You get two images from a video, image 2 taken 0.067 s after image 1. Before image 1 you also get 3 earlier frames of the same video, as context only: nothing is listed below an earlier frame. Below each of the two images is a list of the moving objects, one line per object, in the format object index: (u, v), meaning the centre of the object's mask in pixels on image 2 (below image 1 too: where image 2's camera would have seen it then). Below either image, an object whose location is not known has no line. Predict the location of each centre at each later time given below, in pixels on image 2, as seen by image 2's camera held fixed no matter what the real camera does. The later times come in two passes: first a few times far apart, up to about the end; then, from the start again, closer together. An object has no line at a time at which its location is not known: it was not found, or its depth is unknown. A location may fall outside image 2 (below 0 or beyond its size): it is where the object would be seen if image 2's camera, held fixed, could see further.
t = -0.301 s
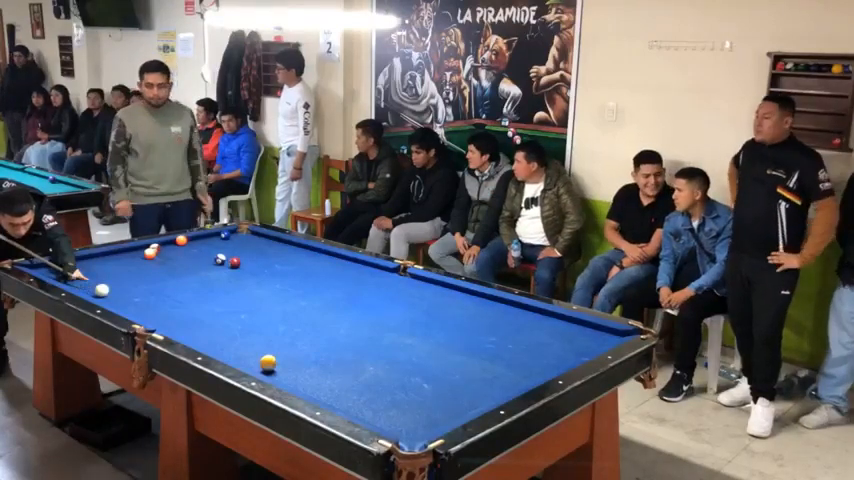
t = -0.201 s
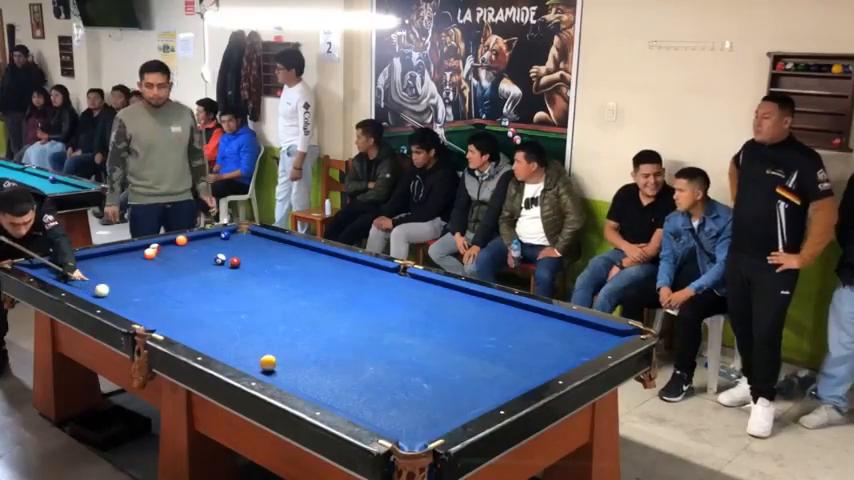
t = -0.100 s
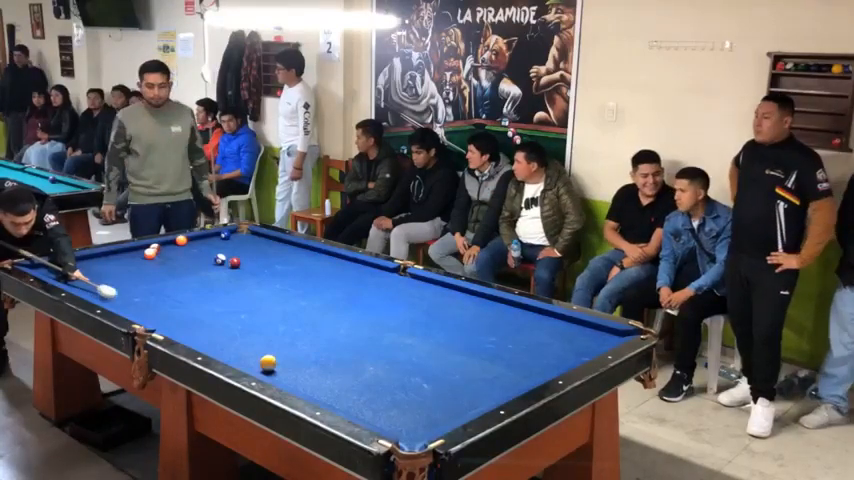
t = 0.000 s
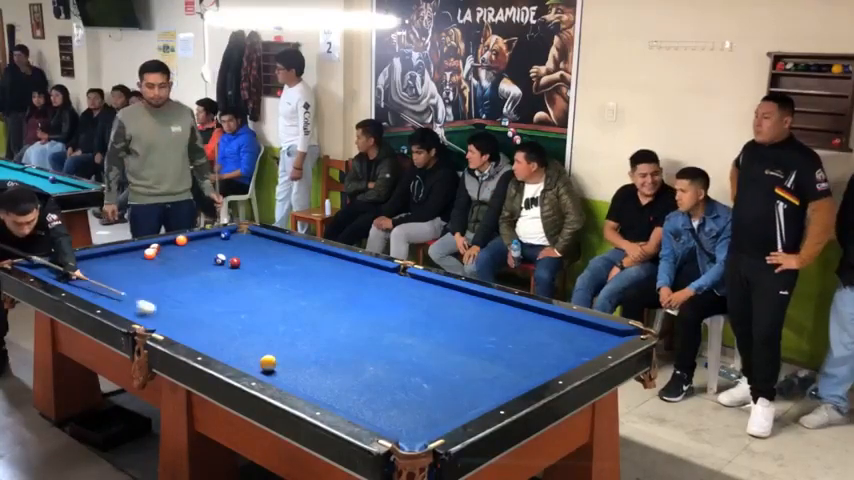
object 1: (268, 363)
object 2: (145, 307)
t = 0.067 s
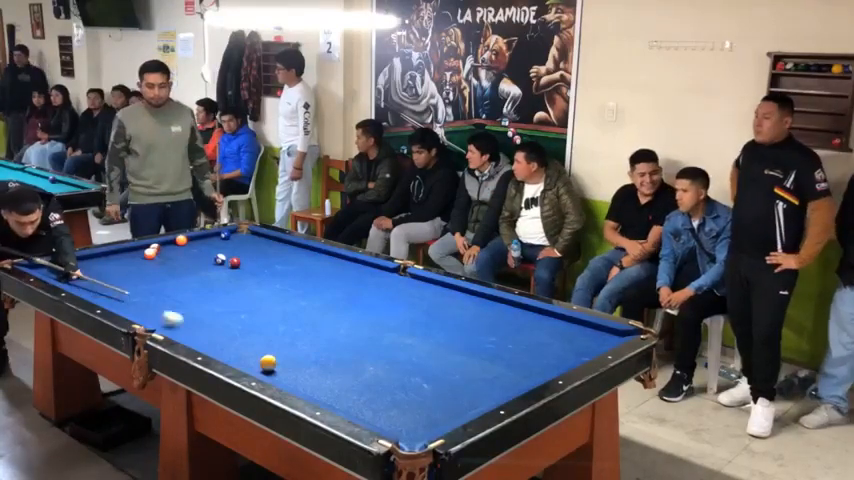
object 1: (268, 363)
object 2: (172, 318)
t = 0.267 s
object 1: (268, 362)
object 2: (254, 351)
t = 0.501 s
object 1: (301, 375)
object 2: (343, 354)
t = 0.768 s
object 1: (354, 377)
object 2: (437, 355)
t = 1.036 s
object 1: (406, 380)
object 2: (528, 356)
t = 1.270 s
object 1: (449, 382)
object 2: (579, 346)
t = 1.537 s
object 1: (498, 384)
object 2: (579, 325)
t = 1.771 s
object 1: (517, 378)
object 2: (528, 323)
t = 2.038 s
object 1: (516, 365)
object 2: (473, 321)
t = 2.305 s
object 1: (514, 353)
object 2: (420, 319)
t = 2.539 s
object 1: (512, 343)
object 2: (374, 318)
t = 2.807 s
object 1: (510, 334)
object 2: (323, 316)
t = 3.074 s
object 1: (508, 325)
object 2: (272, 315)
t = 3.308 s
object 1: (507, 319)
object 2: (230, 314)
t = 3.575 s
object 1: (505, 312)
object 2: (182, 312)
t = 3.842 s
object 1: (503, 306)
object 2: (138, 310)
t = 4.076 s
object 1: (502, 301)
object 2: (130, 305)
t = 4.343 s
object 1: (493, 301)
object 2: (134, 298)
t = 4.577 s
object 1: (485, 301)
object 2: (136, 294)
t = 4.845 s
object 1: (478, 300)
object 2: (140, 288)
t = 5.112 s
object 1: (471, 300)
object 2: (143, 283)
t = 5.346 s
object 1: (466, 300)
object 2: (145, 280)
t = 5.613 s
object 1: (461, 300)
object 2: (148, 275)
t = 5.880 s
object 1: (458, 300)
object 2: (149, 272)
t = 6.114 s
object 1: (457, 300)
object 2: (151, 270)
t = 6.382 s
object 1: (456, 300)
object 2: (153, 267)
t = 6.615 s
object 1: (456, 300)
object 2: (154, 266)
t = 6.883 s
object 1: (456, 300)
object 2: (156, 264)
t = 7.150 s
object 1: (456, 300)
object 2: (156, 262)
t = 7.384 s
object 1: (456, 300)
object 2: (157, 261)
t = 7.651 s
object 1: (456, 300)
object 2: (158, 261)
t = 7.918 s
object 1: (456, 300)
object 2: (159, 260)
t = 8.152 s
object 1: (456, 300)
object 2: (160, 260)
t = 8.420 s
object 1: (456, 300)
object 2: (160, 260)
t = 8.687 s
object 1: (456, 300)
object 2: (160, 260)
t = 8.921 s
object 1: (456, 300)
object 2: (160, 260)
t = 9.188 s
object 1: (456, 300)
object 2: (160, 260)
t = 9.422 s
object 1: (456, 300)
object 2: (160, 260)
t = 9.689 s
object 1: (456, 300)
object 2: (160, 260)
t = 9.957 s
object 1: (456, 300)
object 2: (160, 260)
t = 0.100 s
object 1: (268, 363)
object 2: (185, 323)
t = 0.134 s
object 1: (268, 363)
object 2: (199, 329)
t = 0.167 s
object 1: (268, 363)
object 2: (213, 334)
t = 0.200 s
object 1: (268, 363)
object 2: (226, 340)
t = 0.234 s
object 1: (268, 363)
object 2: (240, 345)
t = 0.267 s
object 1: (268, 362)
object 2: (254, 351)
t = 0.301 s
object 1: (268, 363)
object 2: (268, 352)
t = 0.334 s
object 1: (269, 368)
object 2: (282, 355)
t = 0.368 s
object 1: (271, 371)
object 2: (294, 354)
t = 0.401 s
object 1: (279, 373)
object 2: (306, 354)
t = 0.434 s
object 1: (287, 374)
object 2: (319, 354)
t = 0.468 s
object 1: (294, 375)
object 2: (331, 354)
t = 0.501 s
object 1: (301, 375)
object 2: (343, 354)
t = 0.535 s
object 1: (308, 376)
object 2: (355, 354)
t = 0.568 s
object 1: (315, 376)
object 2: (366, 354)
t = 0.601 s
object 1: (321, 376)
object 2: (378, 354)
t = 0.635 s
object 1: (328, 376)
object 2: (390, 354)
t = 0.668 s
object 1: (335, 376)
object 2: (402, 354)
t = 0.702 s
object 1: (342, 377)
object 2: (413, 354)
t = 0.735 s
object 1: (348, 377)
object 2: (425, 354)
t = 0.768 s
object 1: (354, 377)
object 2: (437, 355)
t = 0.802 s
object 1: (361, 378)
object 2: (448, 355)
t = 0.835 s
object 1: (368, 378)
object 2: (460, 355)
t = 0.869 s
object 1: (374, 379)
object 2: (471, 355)
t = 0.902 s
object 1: (380, 379)
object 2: (483, 356)
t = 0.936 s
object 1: (387, 379)
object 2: (494, 356)
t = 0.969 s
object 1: (393, 379)
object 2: (505, 356)
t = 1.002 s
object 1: (400, 380)
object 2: (516, 356)
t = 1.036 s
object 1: (406, 380)
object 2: (528, 356)
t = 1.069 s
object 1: (412, 380)
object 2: (539, 356)
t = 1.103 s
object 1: (419, 380)
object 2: (550, 356)
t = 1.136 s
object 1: (425, 381)
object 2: (561, 356)
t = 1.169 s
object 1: (432, 381)
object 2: (572, 355)
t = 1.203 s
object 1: (438, 381)
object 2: (577, 352)
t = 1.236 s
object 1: (443, 382)
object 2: (578, 349)
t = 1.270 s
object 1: (449, 382)
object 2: (579, 346)
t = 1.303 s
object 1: (456, 382)
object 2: (581, 343)
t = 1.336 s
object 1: (462, 382)
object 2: (582, 340)
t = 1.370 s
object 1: (468, 383)
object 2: (584, 336)
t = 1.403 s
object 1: (474, 383)
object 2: (585, 333)
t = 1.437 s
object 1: (480, 383)
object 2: (586, 330)
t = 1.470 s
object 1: (486, 384)
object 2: (587, 327)
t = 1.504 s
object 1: (492, 384)
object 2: (586, 325)
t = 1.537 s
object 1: (498, 384)
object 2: (579, 325)
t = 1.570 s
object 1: (504, 384)
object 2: (571, 324)
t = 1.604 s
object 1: (510, 383)
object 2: (564, 324)
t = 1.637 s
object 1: (515, 383)
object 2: (557, 324)
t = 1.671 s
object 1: (517, 382)
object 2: (550, 324)
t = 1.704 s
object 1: (518, 380)
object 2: (542, 324)
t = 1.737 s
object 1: (517, 379)
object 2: (535, 323)
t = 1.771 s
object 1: (517, 378)
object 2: (528, 323)
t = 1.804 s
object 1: (517, 377)
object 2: (521, 323)
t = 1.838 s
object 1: (517, 374)
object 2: (514, 322)
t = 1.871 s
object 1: (517, 373)
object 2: (507, 322)
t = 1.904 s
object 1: (517, 371)
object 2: (500, 322)
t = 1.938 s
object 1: (516, 369)
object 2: (494, 321)
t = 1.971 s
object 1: (516, 368)
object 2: (487, 321)
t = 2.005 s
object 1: (516, 366)
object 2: (480, 321)
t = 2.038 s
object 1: (516, 365)
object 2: (473, 321)
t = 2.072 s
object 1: (516, 363)
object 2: (466, 321)
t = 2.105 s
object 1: (515, 361)
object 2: (460, 321)
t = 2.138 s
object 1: (515, 360)
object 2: (453, 320)
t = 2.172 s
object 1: (515, 358)
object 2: (446, 320)
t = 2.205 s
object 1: (515, 357)
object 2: (440, 320)
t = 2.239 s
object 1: (515, 355)
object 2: (433, 320)
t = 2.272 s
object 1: (514, 354)
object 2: (426, 319)
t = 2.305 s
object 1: (514, 353)
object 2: (420, 319)
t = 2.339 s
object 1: (514, 351)
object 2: (413, 319)
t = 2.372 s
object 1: (514, 350)
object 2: (406, 319)
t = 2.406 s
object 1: (513, 349)
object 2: (400, 318)
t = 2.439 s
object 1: (513, 347)
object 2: (393, 318)
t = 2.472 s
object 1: (513, 346)
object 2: (387, 318)
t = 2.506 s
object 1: (512, 344)
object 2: (380, 318)
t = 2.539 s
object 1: (512, 343)
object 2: (374, 318)
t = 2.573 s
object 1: (512, 342)
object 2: (368, 317)
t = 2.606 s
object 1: (512, 341)
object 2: (361, 317)
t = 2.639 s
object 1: (512, 339)
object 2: (355, 317)
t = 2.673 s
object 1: (511, 338)
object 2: (348, 317)
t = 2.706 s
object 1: (511, 337)
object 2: (342, 317)
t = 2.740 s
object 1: (511, 336)
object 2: (336, 316)
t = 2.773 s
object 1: (511, 335)
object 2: (329, 316)
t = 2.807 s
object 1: (510, 334)
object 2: (323, 316)
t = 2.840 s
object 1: (510, 333)
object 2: (317, 316)
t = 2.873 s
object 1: (510, 331)
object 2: (311, 316)
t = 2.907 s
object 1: (510, 330)
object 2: (304, 316)
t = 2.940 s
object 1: (510, 329)
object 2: (298, 316)
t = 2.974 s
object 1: (509, 328)
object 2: (291, 315)
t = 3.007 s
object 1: (509, 327)
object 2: (285, 315)
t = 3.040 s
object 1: (509, 326)
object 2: (279, 315)
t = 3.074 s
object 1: (508, 325)
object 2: (272, 315)
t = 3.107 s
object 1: (508, 324)
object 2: (267, 314)
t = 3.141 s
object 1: (508, 323)
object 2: (261, 314)
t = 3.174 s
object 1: (508, 322)
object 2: (254, 314)
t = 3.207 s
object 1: (507, 321)
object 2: (248, 314)
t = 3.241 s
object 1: (507, 321)
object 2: (242, 314)
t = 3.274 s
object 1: (507, 320)
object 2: (236, 314)
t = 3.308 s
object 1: (507, 319)
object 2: (230, 314)
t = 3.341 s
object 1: (507, 318)
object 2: (224, 314)
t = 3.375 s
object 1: (507, 317)
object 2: (218, 314)
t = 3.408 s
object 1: (506, 316)
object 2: (212, 313)
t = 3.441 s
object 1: (506, 315)
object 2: (206, 313)
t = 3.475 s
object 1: (506, 315)
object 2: (201, 313)
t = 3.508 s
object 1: (506, 314)
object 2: (194, 313)
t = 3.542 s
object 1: (506, 313)
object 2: (188, 313)
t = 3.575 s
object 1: (505, 312)
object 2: (182, 312)
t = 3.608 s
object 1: (505, 311)
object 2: (177, 312)
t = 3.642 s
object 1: (505, 311)
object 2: (171, 312)
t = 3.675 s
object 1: (505, 310)
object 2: (165, 312)
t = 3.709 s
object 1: (505, 309)
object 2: (160, 312)
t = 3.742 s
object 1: (504, 308)
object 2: (154, 311)
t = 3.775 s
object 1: (504, 307)
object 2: (148, 311)
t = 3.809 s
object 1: (504, 307)
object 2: (143, 311)
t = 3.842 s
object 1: (503, 306)
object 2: (138, 310)
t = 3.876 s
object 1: (503, 305)
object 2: (132, 309)
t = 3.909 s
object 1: (503, 304)
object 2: (128, 308)
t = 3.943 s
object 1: (503, 304)
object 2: (129, 307)
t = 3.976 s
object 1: (503, 303)
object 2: (129, 307)
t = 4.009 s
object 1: (503, 302)
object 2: (129, 306)
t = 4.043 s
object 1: (503, 302)
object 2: (130, 305)
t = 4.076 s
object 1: (502, 301)
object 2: (130, 305)
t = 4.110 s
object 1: (501, 301)
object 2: (131, 304)
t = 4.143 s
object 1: (500, 301)
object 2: (131, 304)
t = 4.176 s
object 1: (498, 301)
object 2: (131, 303)
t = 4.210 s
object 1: (497, 301)
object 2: (132, 302)
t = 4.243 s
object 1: (496, 301)
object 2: (132, 301)
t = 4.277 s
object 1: (495, 301)
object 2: (133, 300)
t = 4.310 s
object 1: (494, 301)
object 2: (133, 299)
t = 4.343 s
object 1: (493, 301)
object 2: (134, 298)
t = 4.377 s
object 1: (492, 301)
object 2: (134, 298)
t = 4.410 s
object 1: (490, 301)
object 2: (135, 297)
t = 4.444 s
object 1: (489, 301)
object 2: (135, 296)
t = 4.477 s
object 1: (488, 301)
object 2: (136, 296)
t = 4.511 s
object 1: (487, 301)
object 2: (136, 295)
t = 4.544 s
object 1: (487, 301)
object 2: (136, 294)
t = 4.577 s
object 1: (485, 301)
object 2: (136, 294)
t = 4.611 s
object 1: (484, 301)
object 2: (137, 293)
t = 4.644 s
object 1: (483, 301)
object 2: (137, 292)
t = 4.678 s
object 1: (482, 301)
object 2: (138, 292)
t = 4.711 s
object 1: (481, 300)
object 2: (138, 291)
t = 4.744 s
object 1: (480, 300)
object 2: (139, 290)
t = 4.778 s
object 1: (479, 300)
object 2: (139, 289)
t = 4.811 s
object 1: (478, 300)
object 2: (140, 289)
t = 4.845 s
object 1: (478, 300)
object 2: (140, 288)
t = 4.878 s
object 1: (477, 300)
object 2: (140, 288)
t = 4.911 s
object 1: (476, 300)
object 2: (141, 287)
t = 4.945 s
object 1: (475, 300)
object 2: (141, 286)
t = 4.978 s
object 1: (474, 300)
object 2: (142, 285)
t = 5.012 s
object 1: (473, 300)
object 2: (142, 285)
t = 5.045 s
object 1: (472, 300)
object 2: (142, 284)
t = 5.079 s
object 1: (472, 300)
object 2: (143, 284)
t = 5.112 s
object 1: (471, 300)
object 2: (143, 283)
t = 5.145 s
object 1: (470, 300)
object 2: (143, 283)
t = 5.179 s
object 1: (470, 300)
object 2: (144, 282)
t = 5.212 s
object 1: (469, 300)
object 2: (144, 281)
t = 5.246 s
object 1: (468, 300)
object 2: (144, 281)
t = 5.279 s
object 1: (468, 300)
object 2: (145, 280)
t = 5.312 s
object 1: (467, 300)
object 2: (145, 280)
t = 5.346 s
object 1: (466, 300)
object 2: (145, 280)
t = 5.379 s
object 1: (466, 300)
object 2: (145, 279)
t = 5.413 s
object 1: (465, 299)
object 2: (146, 279)
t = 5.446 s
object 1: (464, 300)
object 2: (146, 278)
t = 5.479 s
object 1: (464, 300)
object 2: (146, 278)
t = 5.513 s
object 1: (463, 300)
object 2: (147, 276)
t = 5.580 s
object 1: (463, 300)
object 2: (147, 276)
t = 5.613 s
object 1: (461, 300)
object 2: (148, 275)
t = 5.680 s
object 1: (461, 300)
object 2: (148, 275)
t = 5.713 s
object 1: (460, 299)
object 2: (148, 274)
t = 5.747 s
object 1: (460, 300)
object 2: (149, 274)
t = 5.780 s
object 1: (459, 300)
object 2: (149, 273)
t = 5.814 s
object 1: (459, 299)
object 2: (149, 273)
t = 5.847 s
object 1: (459, 300)
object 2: (149, 273)
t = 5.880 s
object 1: (458, 300)
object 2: (149, 272)
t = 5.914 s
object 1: (458, 300)
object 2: (150, 272)
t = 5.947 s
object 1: (458, 300)
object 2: (150, 271)
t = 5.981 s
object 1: (457, 300)
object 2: (150, 271)
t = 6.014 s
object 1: (457, 300)
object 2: (150, 271)
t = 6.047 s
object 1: (457, 300)
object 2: (151, 270)
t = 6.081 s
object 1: (457, 300)
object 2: (151, 270)
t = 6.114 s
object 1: (457, 300)
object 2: (151, 270)
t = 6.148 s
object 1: (457, 300)
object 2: (151, 269)
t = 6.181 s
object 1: (456, 300)
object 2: (151, 269)
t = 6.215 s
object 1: (456, 300)
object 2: (152, 269)
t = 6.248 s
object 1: (456, 300)
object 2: (152, 268)
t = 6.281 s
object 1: (456, 300)
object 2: (152, 268)
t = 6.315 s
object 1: (456, 300)
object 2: (152, 268)
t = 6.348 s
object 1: (456, 300)
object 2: (153, 267)
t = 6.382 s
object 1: (456, 300)
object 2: (153, 267)
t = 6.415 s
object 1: (456, 300)
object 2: (153, 267)
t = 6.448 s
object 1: (456, 300)
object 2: (153, 267)
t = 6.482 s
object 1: (456, 300)
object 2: (153, 267)
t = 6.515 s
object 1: (456, 300)
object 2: (153, 266)
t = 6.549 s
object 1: (456, 299)
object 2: (154, 266)
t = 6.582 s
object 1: (456, 300)
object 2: (154, 266)
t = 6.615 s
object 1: (456, 300)
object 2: (154, 266)
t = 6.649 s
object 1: (456, 300)
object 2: (154, 265)
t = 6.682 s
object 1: (456, 300)
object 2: (154, 265)
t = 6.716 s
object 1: (456, 300)
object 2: (154, 265)
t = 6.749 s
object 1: (456, 300)
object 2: (155, 265)
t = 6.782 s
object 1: (456, 300)
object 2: (155, 264)
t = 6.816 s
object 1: (456, 300)
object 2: (155, 264)
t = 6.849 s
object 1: (456, 300)
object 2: (156, 264)
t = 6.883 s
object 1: (456, 300)
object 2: (156, 264)
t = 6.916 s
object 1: (456, 300)
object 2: (156, 264)
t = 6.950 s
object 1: (456, 300)
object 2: (156, 264)
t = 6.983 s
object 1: (456, 300)
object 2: (156, 263)
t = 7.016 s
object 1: (456, 300)
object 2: (156, 263)
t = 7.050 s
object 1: (456, 300)
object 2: (156, 263)
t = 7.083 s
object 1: (456, 300)
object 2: (156, 263)
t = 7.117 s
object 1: (456, 300)
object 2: (156, 262)
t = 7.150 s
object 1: (456, 300)
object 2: (156, 262)
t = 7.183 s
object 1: (456, 300)
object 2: (157, 262)
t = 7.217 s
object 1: (456, 300)
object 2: (157, 262)
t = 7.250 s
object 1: (456, 300)
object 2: (157, 262)
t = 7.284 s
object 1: (456, 300)
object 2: (157, 262)
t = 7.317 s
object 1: (456, 300)
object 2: (157, 261)
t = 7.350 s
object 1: (456, 300)
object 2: (157, 261)
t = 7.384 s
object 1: (456, 300)
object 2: (157, 261)
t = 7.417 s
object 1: (456, 300)
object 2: (158, 261)
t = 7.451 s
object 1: (456, 300)
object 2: (158, 261)
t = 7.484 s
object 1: (456, 300)
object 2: (158, 261)
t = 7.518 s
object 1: (456, 300)
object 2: (158, 261)
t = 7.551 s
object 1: (456, 300)
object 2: (158, 261)
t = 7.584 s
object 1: (456, 300)
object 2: (158, 261)
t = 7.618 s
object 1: (456, 300)
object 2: (158, 261)
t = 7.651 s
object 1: (456, 300)
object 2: (158, 261)
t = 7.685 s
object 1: (456, 300)
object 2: (158, 261)
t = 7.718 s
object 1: (456, 300)
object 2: (159, 260)
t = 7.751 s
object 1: (456, 300)
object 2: (159, 260)
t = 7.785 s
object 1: (456, 300)
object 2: (159, 260)
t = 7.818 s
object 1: (456, 300)
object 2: (159, 260)
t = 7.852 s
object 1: (456, 300)
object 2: (159, 260)
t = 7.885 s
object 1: (456, 300)
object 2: (159, 260)
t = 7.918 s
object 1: (456, 300)
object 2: (159, 260)
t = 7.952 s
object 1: (456, 300)
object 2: (159, 260)
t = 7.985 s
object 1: (456, 300)
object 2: (160, 260)
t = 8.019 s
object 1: (456, 300)
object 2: (160, 260)
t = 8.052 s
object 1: (456, 300)
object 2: (160, 260)
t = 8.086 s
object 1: (456, 300)
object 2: (160, 260)
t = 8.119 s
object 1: (456, 300)
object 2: (160, 260)
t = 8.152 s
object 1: (456, 300)
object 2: (160, 260)
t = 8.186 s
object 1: (456, 300)
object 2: (160, 260)
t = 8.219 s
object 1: (456, 300)
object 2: (160, 260)
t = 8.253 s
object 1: (456, 300)
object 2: (160, 260)
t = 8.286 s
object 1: (456, 300)
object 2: (160, 260)
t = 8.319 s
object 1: (456, 300)
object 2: (160, 260)
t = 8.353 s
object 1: (456, 300)
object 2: (160, 260)
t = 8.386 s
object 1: (456, 300)
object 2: (160, 260)
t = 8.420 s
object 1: (456, 300)
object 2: (160, 260)
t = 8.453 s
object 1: (456, 300)
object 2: (160, 260)
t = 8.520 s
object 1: (456, 300)
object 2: (160, 260)
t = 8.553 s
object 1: (456, 300)
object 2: (160, 260)
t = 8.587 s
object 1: (456, 300)
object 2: (160, 260)
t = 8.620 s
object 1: (456, 300)
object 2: (160, 260)
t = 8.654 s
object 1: (456, 300)
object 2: (160, 260)
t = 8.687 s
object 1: (456, 300)
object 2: (160, 260)
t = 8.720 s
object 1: (456, 300)
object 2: (160, 260)
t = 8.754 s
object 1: (456, 300)
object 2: (160, 260)
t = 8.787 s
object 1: (456, 300)
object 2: (160, 260)
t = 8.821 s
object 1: (456, 300)
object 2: (160, 260)
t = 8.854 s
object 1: (456, 300)
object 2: (160, 260)
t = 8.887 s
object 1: (456, 300)
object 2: (160, 260)
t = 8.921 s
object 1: (456, 300)
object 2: (160, 260)
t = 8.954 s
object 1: (456, 300)
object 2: (160, 260)
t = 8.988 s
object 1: (456, 300)
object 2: (160, 260)
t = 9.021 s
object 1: (456, 300)
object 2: (160, 260)
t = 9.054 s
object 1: (456, 300)
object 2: (160, 260)
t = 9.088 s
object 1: (456, 300)
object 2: (160, 260)
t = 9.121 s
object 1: (456, 300)
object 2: (160, 260)
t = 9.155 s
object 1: (456, 300)
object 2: (160, 260)
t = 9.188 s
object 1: (456, 300)
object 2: (160, 260)
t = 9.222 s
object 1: (456, 300)
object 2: (160, 260)
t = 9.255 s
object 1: (456, 300)
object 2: (160, 260)
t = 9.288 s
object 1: (456, 300)
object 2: (160, 260)
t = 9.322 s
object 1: (456, 300)
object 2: (160, 260)
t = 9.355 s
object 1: (456, 300)
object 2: (160, 260)
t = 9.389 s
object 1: (456, 300)
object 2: (160, 260)
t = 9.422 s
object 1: (456, 300)
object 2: (160, 260)
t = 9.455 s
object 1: (456, 300)
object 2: (160, 260)
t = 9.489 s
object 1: (456, 300)
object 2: (160, 260)
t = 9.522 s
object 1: (456, 300)
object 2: (160, 260)
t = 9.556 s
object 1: (456, 300)
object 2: (160, 260)
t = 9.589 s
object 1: (456, 300)
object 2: (160, 260)
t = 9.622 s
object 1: (456, 300)
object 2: (160, 260)
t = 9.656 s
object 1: (456, 300)
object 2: (160, 260)
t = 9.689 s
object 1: (456, 300)
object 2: (160, 260)
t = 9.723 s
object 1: (456, 300)
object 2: (160, 260)
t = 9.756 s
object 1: (456, 300)
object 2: (160, 260)
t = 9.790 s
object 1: (456, 300)
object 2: (160, 260)
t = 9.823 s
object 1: (456, 300)
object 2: (160, 260)
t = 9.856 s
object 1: (456, 300)
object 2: (160, 260)
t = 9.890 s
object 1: (456, 300)
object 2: (160, 260)
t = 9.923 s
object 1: (456, 300)
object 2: (160, 260)
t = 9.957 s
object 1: (456, 300)
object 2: (160, 260)
